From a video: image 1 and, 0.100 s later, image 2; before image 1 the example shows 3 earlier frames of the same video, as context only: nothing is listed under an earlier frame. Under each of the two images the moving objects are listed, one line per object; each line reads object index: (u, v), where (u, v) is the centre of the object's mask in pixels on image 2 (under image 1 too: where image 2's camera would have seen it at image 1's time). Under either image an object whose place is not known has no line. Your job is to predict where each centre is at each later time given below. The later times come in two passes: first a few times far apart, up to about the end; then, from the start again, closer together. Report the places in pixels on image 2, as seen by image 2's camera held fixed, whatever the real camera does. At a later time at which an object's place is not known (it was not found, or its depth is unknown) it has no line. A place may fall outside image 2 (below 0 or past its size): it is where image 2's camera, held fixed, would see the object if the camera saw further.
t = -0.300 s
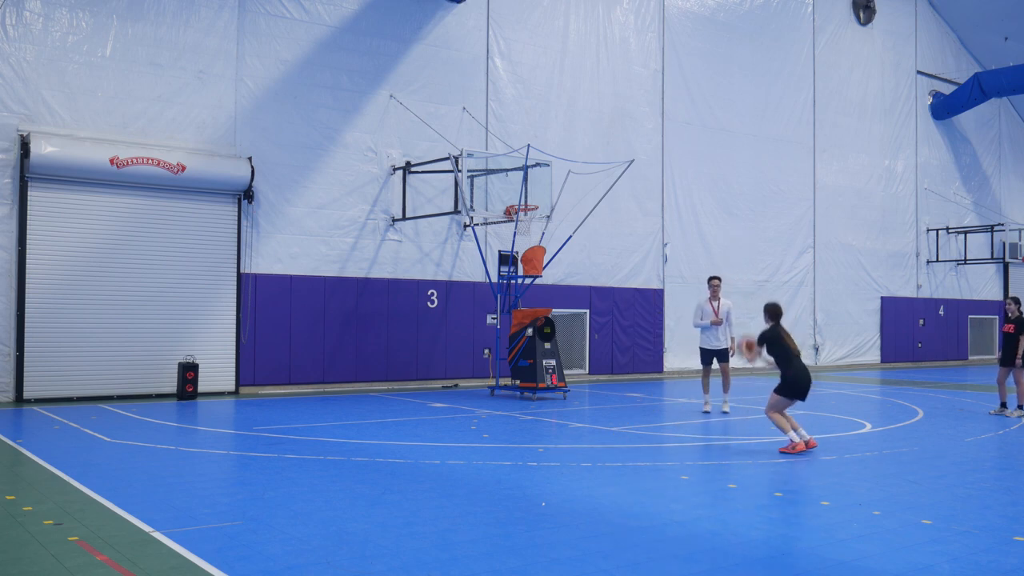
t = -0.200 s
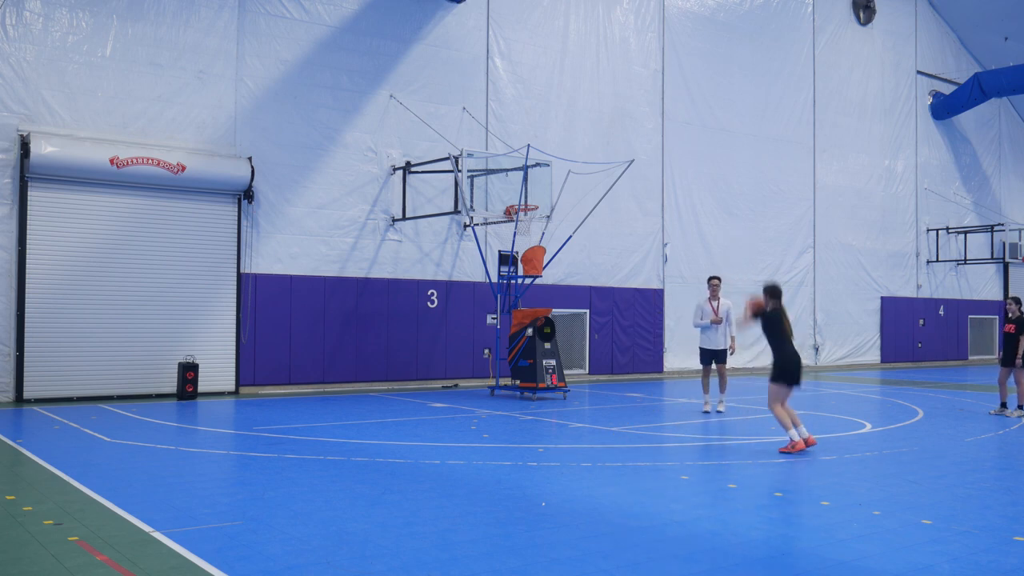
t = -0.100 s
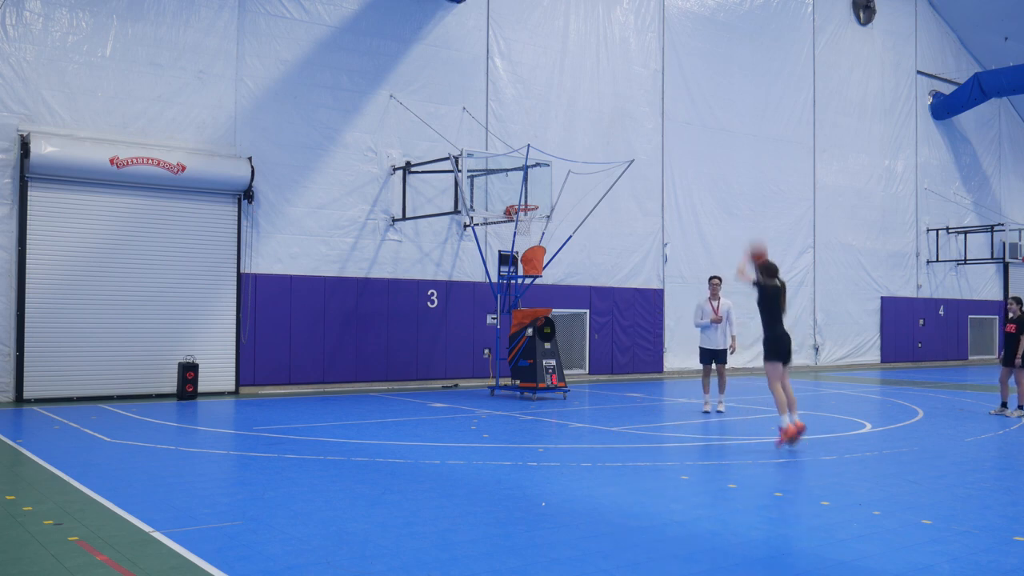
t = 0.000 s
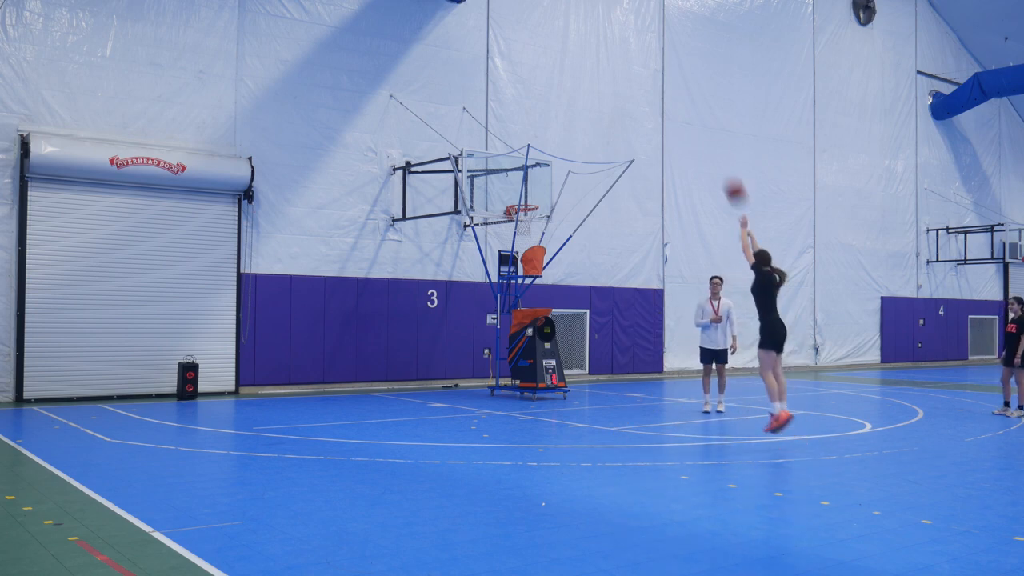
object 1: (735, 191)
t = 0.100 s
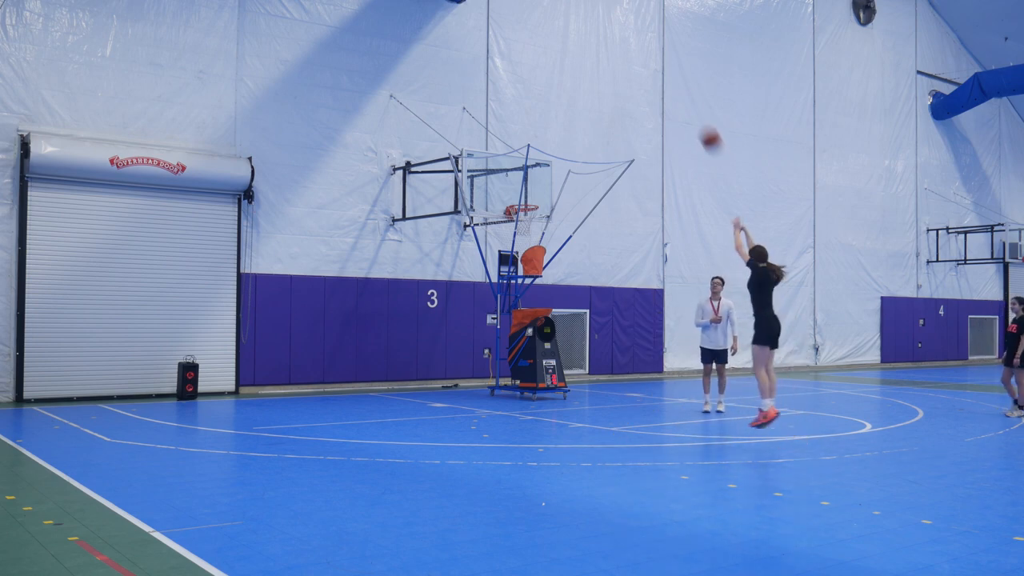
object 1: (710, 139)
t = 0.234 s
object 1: (681, 89)
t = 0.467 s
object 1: (636, 46)
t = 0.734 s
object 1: (593, 50)
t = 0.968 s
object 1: (562, 91)
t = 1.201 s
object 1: (534, 160)
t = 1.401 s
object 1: (515, 223)
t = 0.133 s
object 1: (703, 124)
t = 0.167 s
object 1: (695, 112)
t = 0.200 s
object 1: (688, 100)
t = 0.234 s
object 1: (681, 89)
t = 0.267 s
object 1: (674, 80)
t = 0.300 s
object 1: (668, 71)
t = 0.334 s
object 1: (661, 65)
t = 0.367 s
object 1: (655, 58)
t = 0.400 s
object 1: (648, 53)
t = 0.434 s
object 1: (642, 49)
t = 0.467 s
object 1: (636, 46)
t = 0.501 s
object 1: (630, 44)
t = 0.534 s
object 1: (625, 42)
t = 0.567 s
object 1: (619, 42)
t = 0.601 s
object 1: (614, 42)
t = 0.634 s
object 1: (609, 43)
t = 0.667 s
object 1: (603, 45)
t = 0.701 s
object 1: (598, 47)
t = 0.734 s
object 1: (593, 50)
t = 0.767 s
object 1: (589, 54)
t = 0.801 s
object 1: (584, 58)
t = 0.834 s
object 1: (579, 64)
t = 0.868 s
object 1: (575, 69)
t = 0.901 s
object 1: (570, 76)
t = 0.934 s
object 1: (566, 83)
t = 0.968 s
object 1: (562, 91)
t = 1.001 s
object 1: (557, 99)
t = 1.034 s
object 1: (553, 108)
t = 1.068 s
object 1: (549, 117)
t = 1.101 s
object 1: (545, 127)
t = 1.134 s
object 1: (542, 136)
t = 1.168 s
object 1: (538, 147)
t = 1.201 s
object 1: (534, 160)
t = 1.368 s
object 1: (516, 221)
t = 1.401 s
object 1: (515, 223)
